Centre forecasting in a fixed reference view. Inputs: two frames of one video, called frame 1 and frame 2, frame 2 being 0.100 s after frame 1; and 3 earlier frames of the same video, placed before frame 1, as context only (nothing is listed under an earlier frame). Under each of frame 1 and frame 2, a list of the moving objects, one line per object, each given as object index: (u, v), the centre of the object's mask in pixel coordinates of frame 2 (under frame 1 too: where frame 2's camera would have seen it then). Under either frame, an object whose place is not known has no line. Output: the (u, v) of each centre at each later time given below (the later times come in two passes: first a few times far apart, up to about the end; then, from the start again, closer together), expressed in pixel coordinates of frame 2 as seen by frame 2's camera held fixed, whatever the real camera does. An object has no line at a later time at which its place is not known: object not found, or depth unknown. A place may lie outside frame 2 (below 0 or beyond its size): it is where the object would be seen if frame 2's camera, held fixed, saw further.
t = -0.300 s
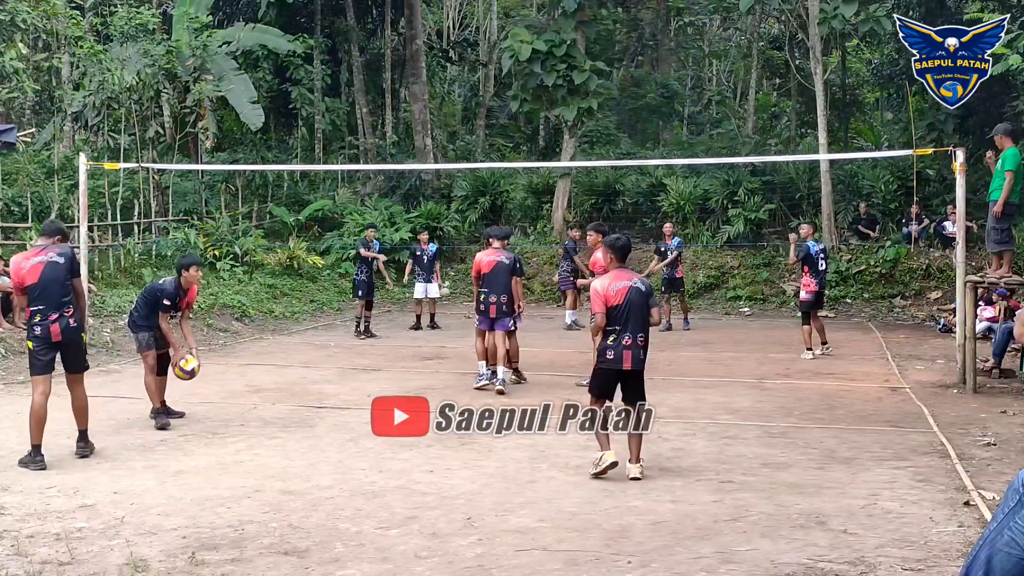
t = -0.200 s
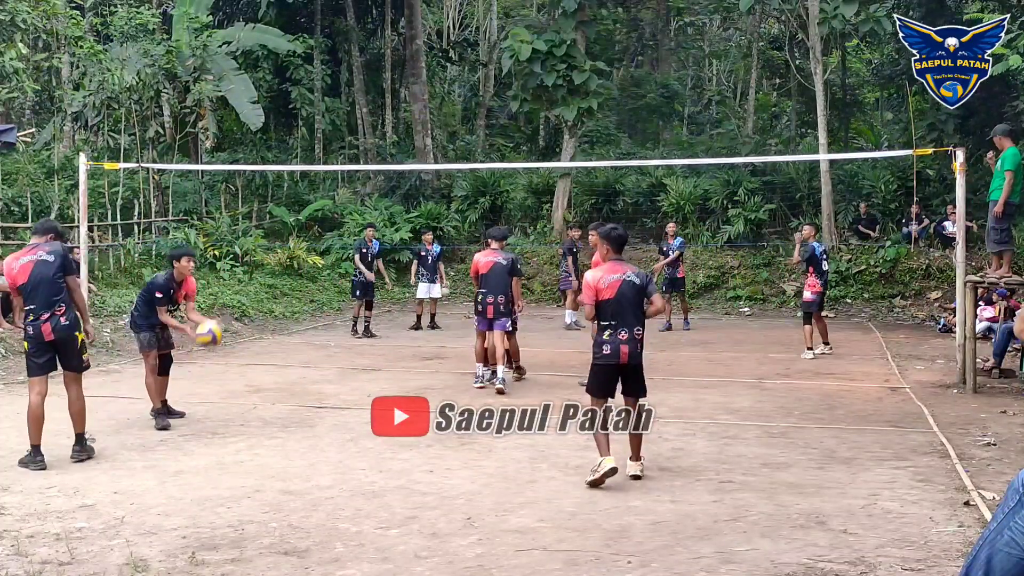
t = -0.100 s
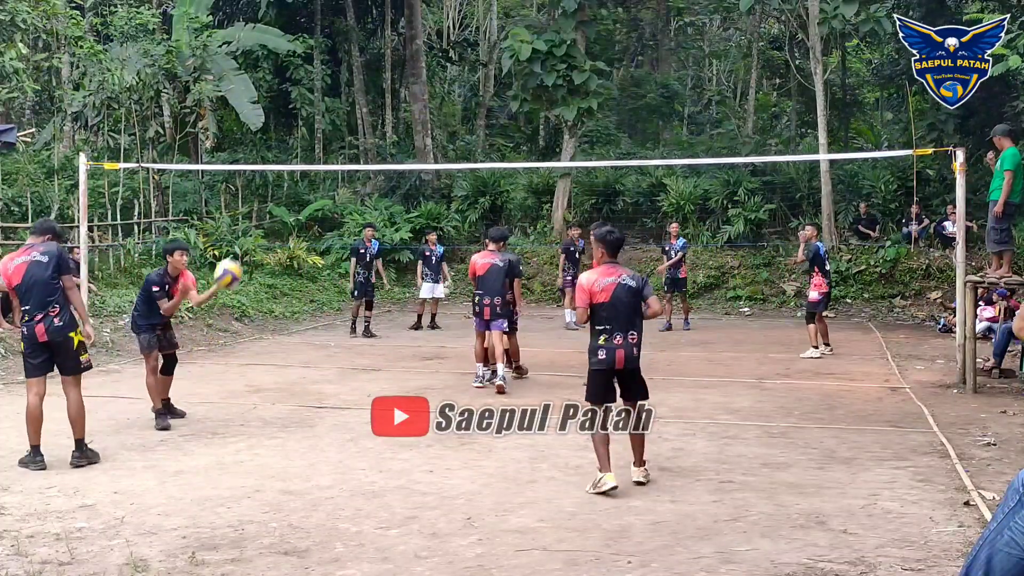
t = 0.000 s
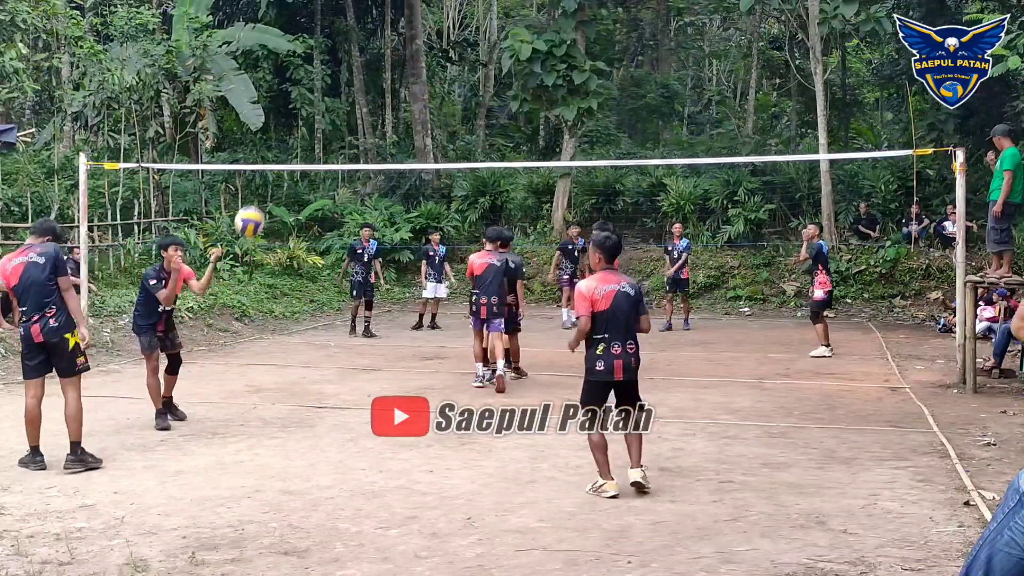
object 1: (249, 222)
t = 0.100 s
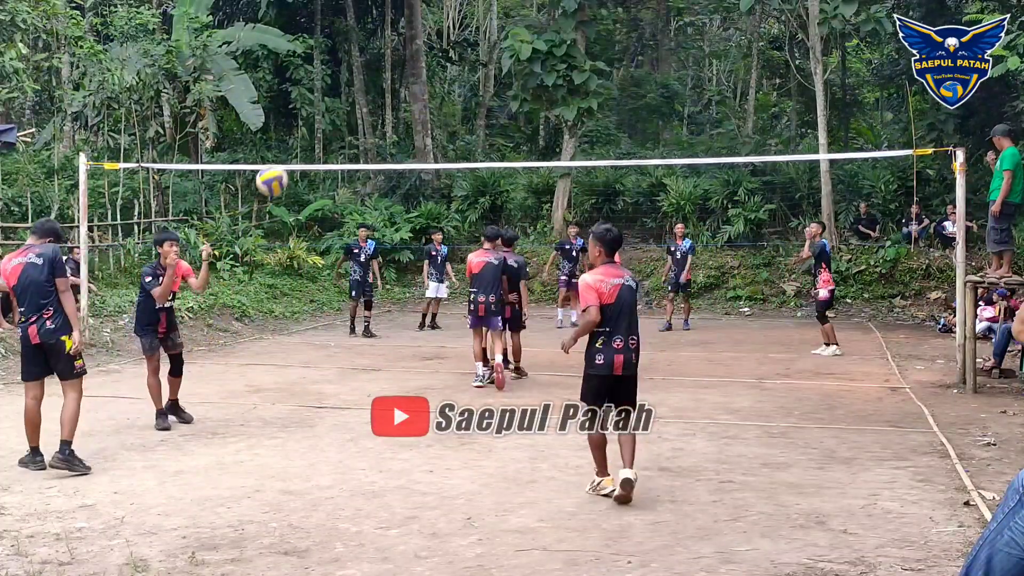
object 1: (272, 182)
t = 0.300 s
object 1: (323, 132)
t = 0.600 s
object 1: (417, 173)
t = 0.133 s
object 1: (279, 169)
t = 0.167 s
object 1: (288, 159)
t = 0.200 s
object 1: (296, 150)
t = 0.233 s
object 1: (304, 143)
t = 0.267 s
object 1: (314, 137)
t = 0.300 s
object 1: (323, 132)
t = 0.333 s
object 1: (332, 130)
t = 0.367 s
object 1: (341, 128)
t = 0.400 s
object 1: (351, 129)
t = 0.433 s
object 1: (361, 131)
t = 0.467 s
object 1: (371, 136)
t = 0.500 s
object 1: (382, 142)
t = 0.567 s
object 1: (404, 160)
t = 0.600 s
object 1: (417, 173)
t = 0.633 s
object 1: (429, 187)
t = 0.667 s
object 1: (441, 204)
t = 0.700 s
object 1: (454, 224)
